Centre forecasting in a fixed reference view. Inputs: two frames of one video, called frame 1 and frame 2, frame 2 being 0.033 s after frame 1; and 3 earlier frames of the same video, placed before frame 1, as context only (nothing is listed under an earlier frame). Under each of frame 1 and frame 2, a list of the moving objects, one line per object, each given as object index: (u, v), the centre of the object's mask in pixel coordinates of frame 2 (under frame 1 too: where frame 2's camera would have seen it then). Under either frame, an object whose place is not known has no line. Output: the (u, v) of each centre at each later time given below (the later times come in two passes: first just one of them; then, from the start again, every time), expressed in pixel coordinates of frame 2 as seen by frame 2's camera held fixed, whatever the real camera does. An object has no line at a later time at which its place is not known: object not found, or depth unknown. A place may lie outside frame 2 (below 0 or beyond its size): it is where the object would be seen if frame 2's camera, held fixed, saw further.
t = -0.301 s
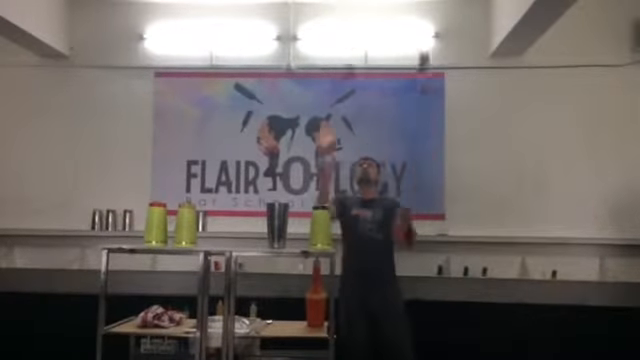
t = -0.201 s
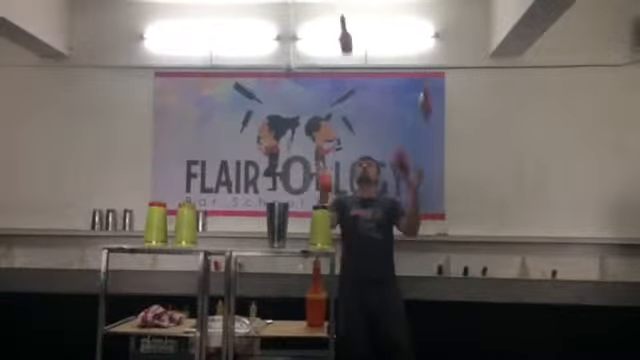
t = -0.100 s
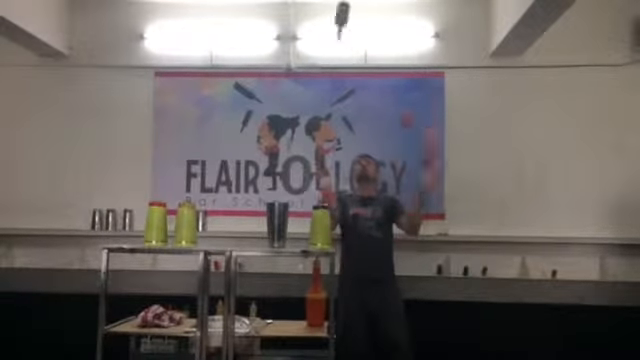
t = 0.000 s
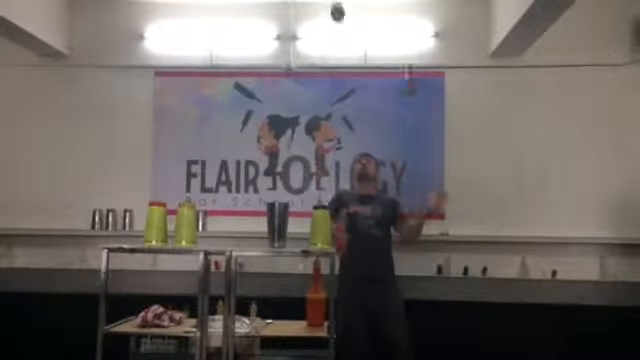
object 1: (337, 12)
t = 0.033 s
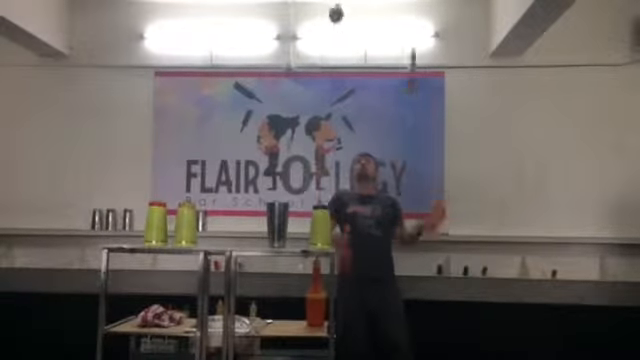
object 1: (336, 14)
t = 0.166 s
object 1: (331, 44)
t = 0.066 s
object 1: (334, 18)
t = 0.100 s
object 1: (333, 23)
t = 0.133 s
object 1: (331, 31)
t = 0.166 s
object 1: (331, 44)
